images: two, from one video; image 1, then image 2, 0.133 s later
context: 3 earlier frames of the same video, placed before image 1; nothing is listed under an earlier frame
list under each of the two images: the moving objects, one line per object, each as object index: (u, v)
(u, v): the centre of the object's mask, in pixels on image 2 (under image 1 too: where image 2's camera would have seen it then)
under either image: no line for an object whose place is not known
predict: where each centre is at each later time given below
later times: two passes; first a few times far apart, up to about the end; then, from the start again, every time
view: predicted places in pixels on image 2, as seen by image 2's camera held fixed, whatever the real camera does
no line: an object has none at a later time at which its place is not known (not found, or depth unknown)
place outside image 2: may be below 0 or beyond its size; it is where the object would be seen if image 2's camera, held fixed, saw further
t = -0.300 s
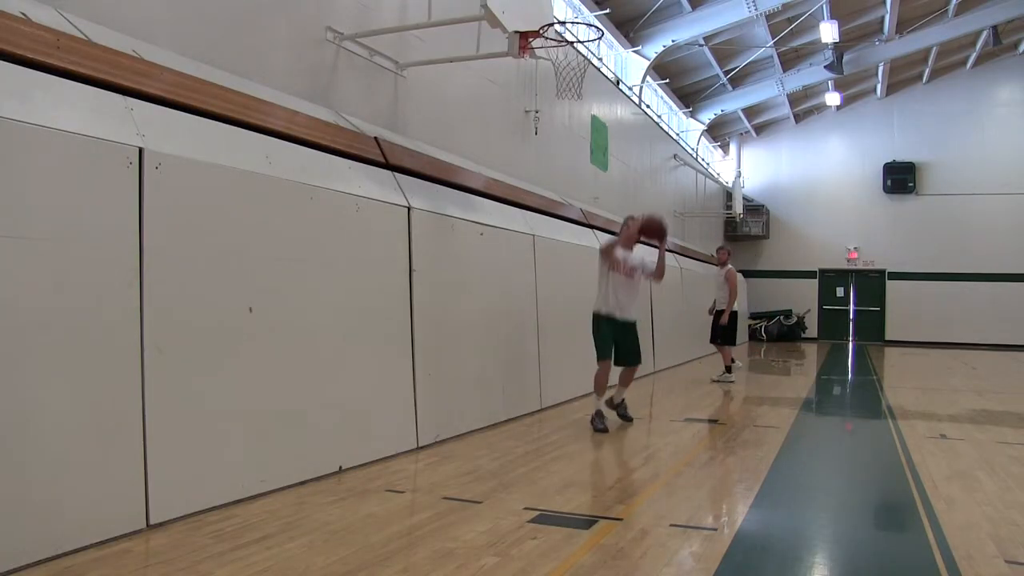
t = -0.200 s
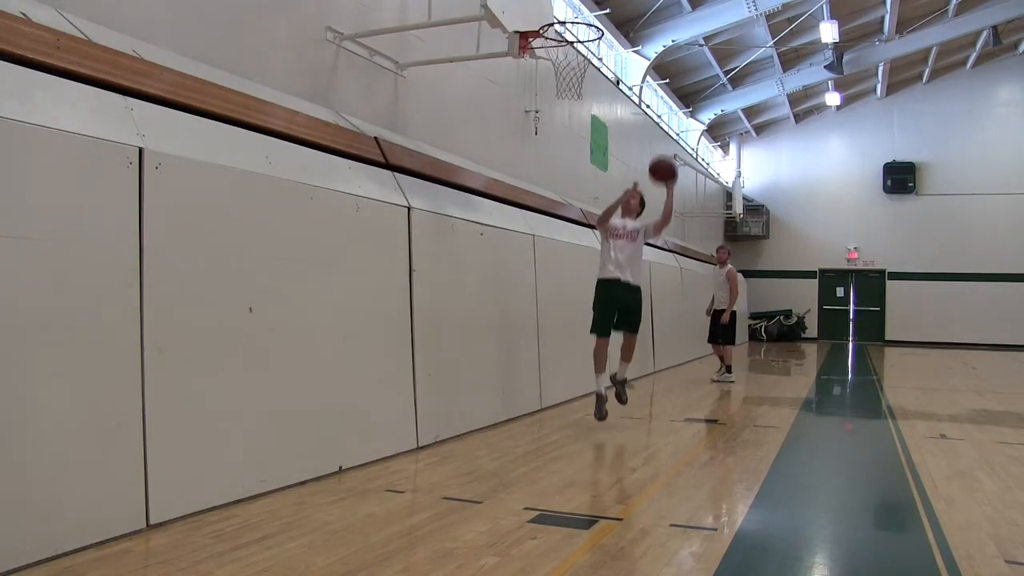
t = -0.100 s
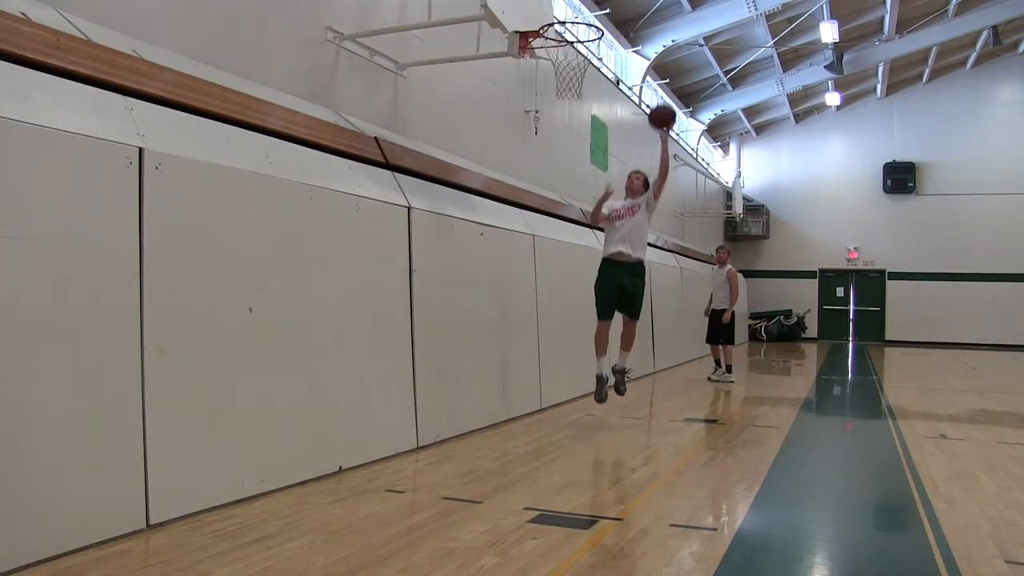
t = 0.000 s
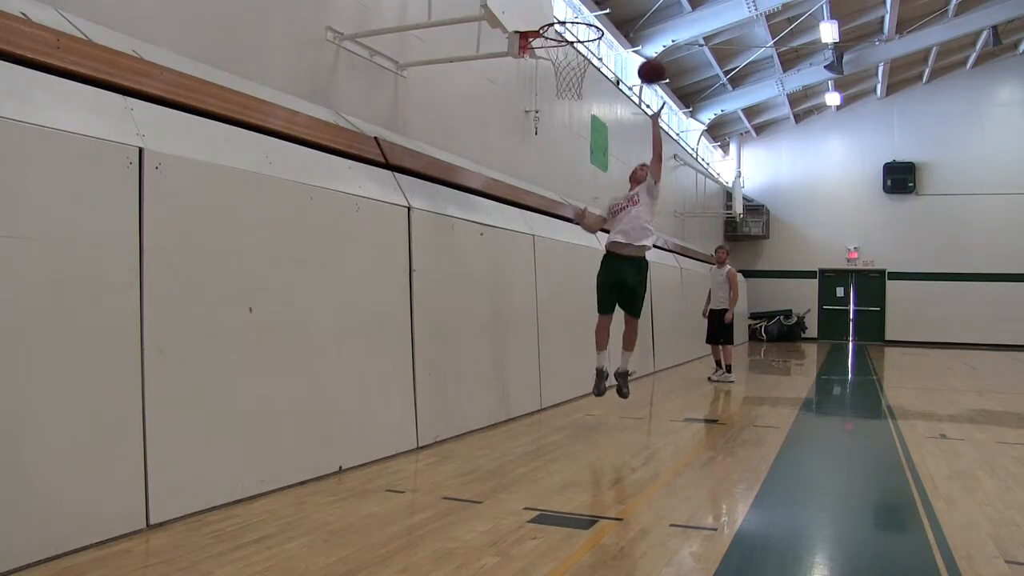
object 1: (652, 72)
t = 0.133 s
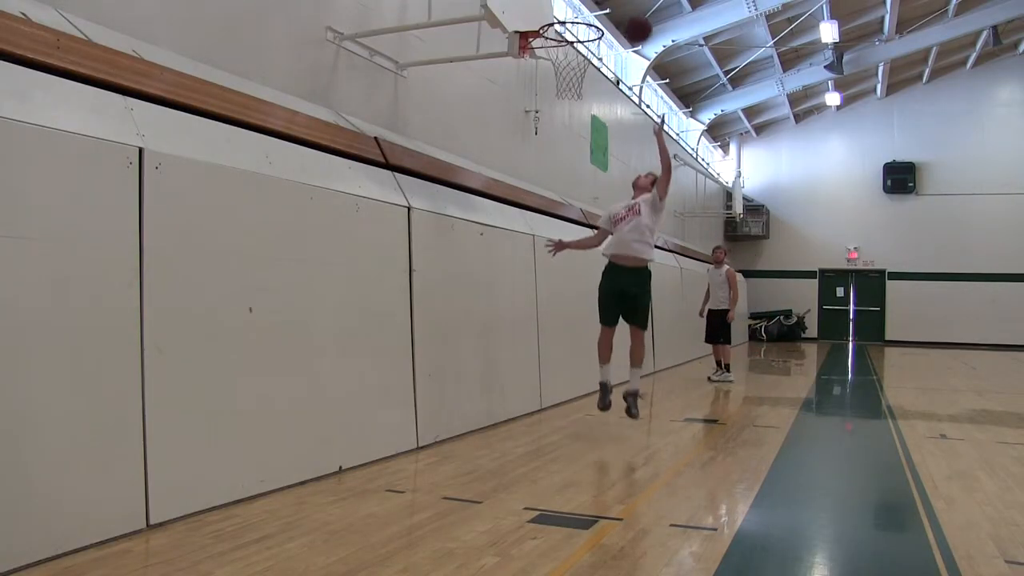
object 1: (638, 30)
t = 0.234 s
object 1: (626, 11)
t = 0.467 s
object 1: (598, 12)
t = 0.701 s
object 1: (565, 38)
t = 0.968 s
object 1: (546, 101)
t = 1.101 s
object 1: (541, 159)
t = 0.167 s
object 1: (634, 21)
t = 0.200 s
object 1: (629, 15)
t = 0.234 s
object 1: (626, 11)
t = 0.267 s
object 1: (622, 9)
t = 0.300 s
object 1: (618, 8)
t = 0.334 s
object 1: (615, 7)
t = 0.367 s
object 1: (610, 7)
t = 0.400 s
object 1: (606, 9)
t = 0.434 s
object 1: (602, 10)
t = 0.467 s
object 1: (598, 12)
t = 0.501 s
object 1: (594, 17)
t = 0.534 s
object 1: (589, 19)
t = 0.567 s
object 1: (585, 20)
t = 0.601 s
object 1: (580, 22)
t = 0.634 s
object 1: (575, 26)
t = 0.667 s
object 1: (570, 31)
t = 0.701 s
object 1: (565, 38)
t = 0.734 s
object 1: (560, 46)
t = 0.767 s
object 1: (556, 53)
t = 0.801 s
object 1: (553, 60)
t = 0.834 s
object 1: (551, 65)
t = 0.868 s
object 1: (550, 72)
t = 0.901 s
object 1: (549, 83)
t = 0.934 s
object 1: (547, 90)
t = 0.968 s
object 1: (546, 101)
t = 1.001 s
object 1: (545, 113)
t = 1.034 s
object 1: (544, 128)
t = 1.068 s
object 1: (542, 143)
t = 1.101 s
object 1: (541, 159)
